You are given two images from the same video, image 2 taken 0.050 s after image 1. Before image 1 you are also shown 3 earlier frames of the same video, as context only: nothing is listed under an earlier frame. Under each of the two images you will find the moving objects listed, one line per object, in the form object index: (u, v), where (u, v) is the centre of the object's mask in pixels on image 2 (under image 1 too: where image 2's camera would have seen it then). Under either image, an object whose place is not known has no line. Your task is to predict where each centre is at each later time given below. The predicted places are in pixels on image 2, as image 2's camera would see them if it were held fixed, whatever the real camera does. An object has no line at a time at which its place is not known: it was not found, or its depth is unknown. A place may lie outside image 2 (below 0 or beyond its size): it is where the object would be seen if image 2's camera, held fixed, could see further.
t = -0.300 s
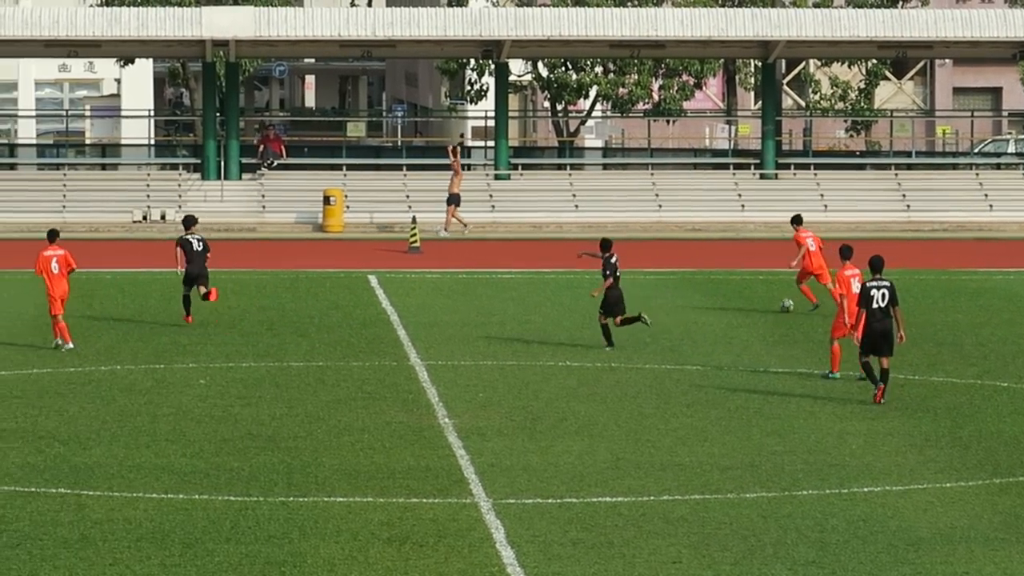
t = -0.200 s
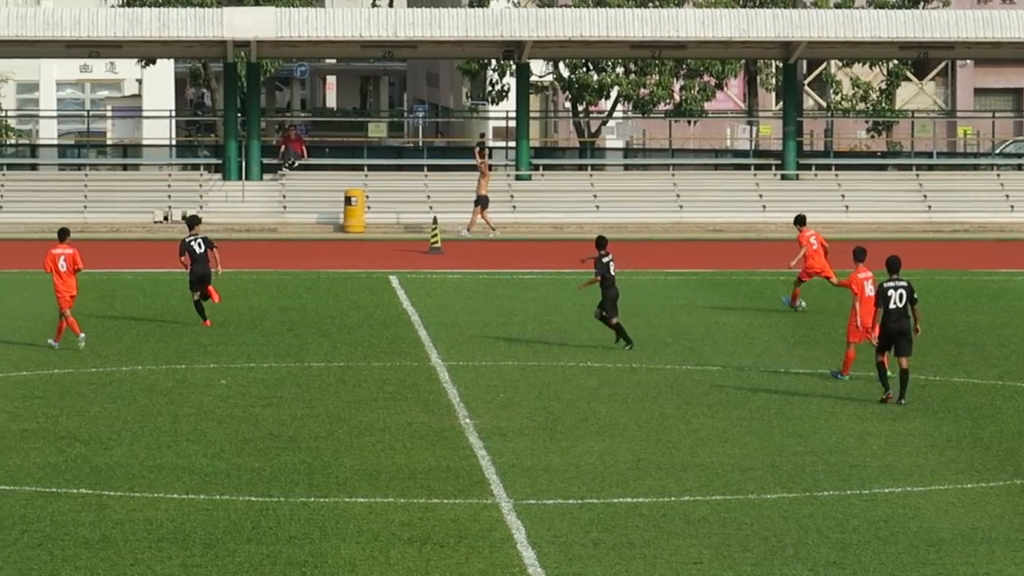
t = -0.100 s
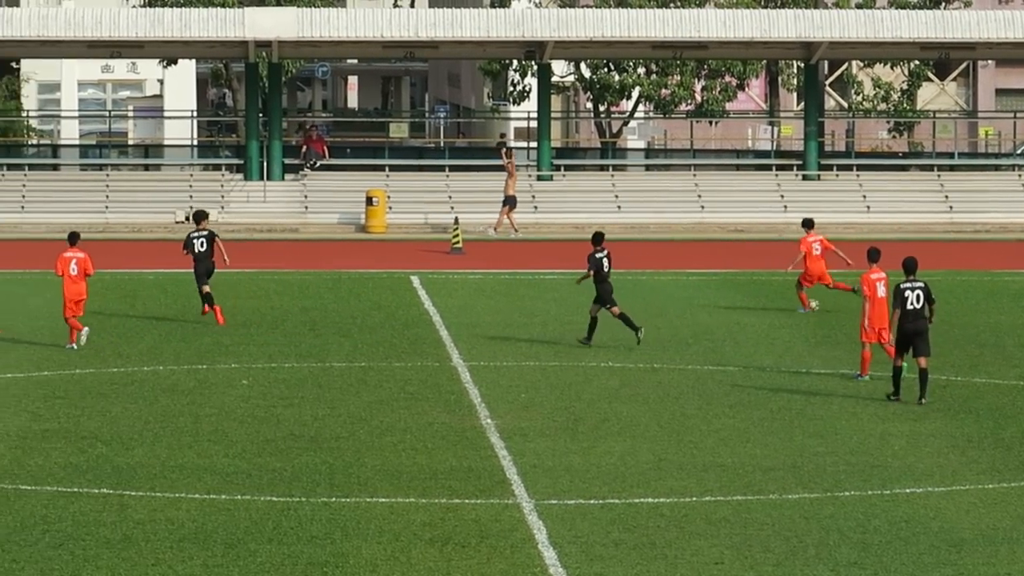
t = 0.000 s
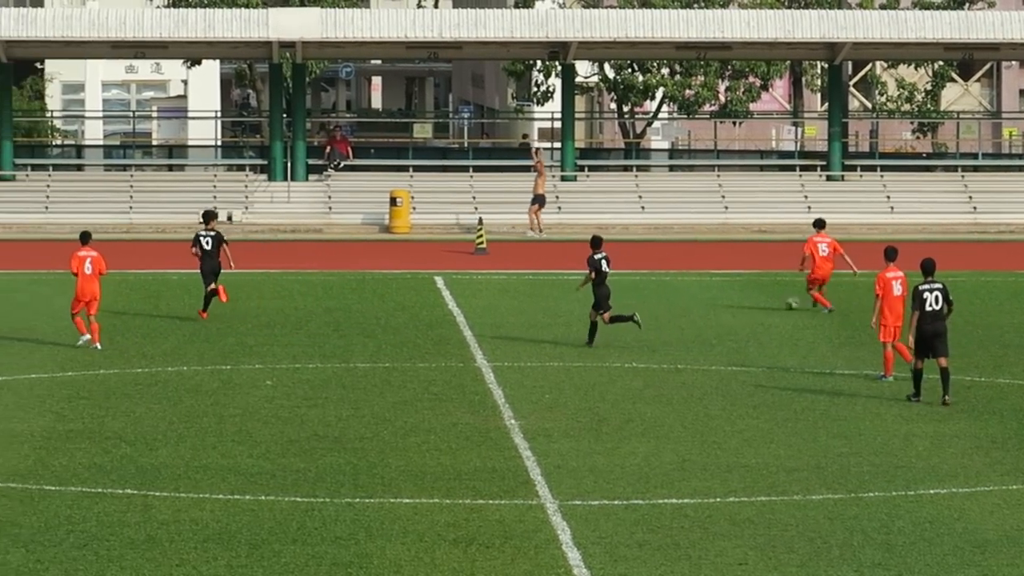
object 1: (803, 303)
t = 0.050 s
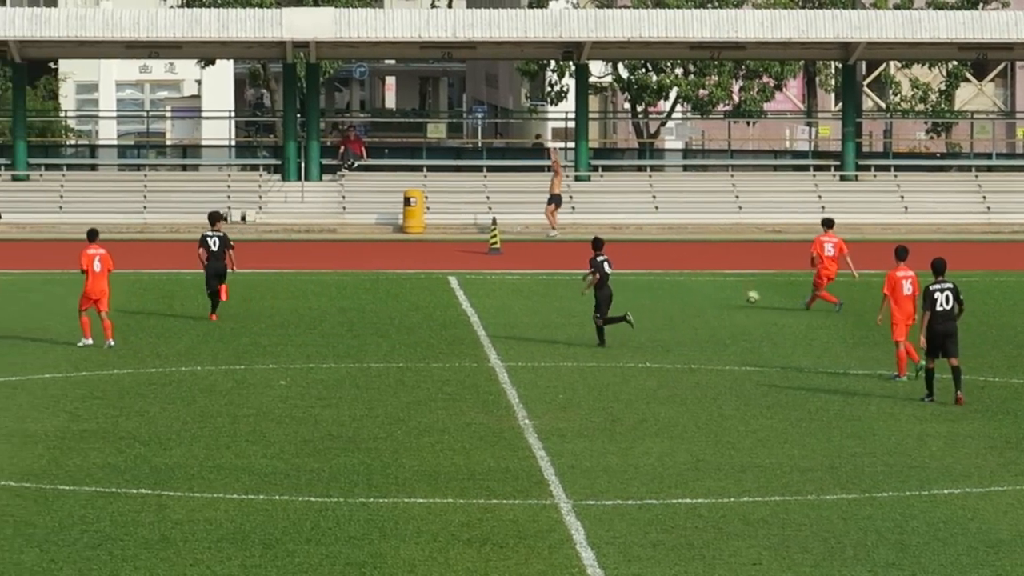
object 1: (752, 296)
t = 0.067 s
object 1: (736, 294)
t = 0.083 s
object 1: (720, 293)
